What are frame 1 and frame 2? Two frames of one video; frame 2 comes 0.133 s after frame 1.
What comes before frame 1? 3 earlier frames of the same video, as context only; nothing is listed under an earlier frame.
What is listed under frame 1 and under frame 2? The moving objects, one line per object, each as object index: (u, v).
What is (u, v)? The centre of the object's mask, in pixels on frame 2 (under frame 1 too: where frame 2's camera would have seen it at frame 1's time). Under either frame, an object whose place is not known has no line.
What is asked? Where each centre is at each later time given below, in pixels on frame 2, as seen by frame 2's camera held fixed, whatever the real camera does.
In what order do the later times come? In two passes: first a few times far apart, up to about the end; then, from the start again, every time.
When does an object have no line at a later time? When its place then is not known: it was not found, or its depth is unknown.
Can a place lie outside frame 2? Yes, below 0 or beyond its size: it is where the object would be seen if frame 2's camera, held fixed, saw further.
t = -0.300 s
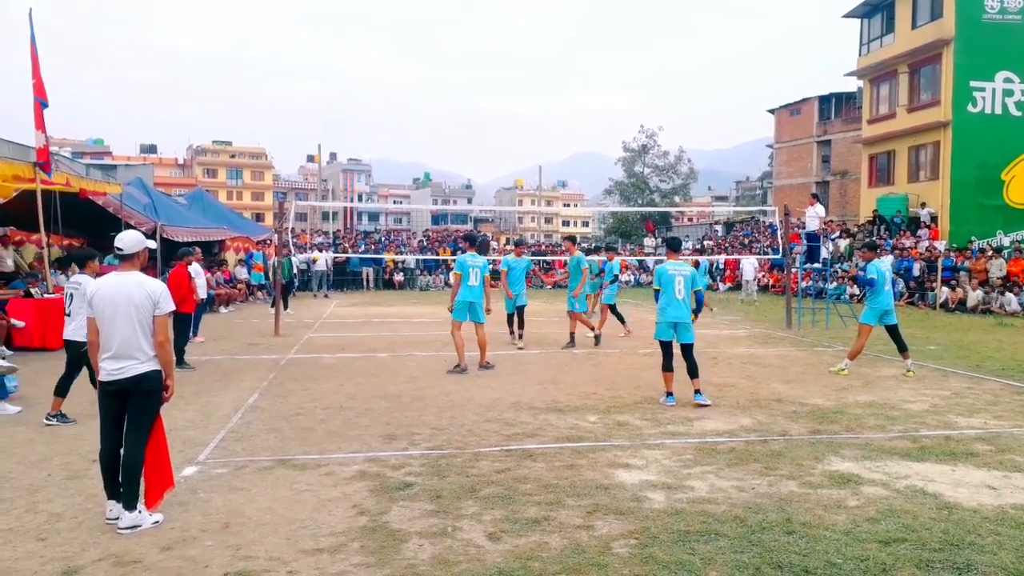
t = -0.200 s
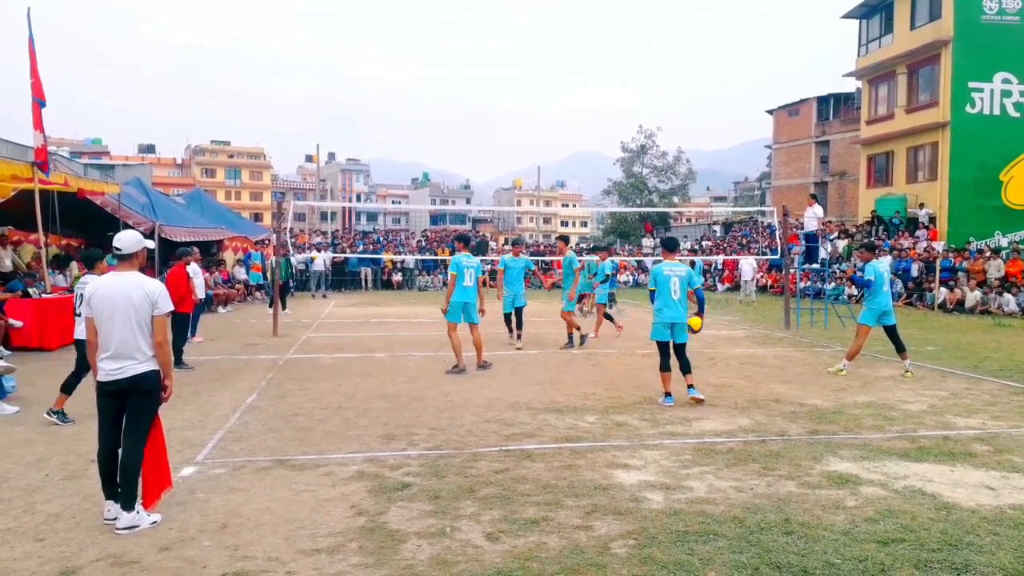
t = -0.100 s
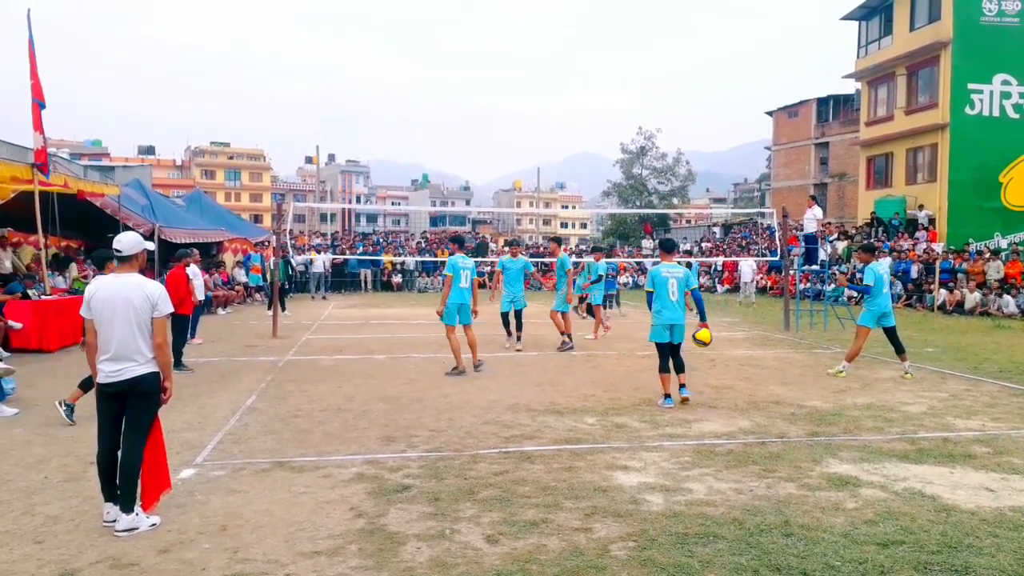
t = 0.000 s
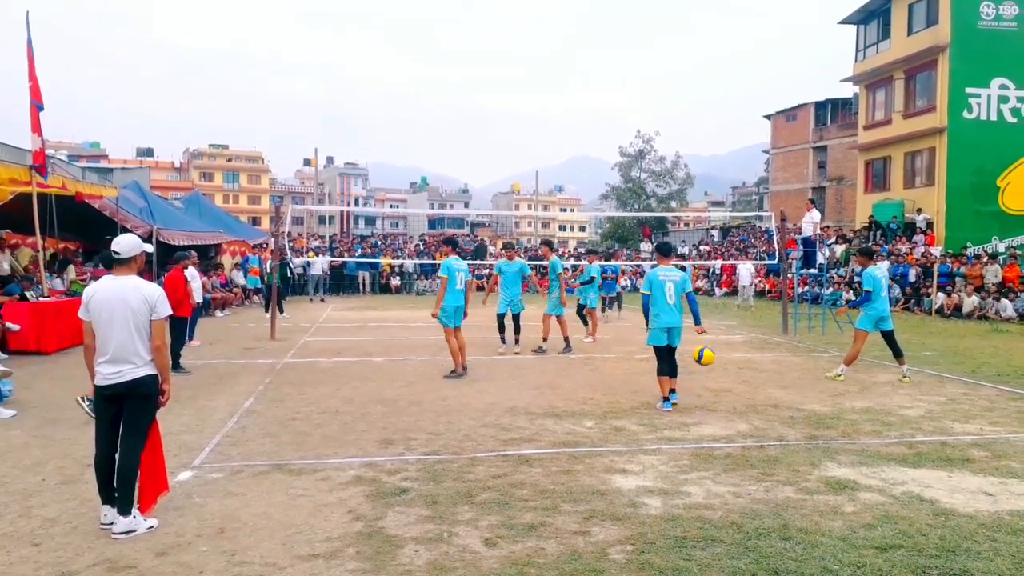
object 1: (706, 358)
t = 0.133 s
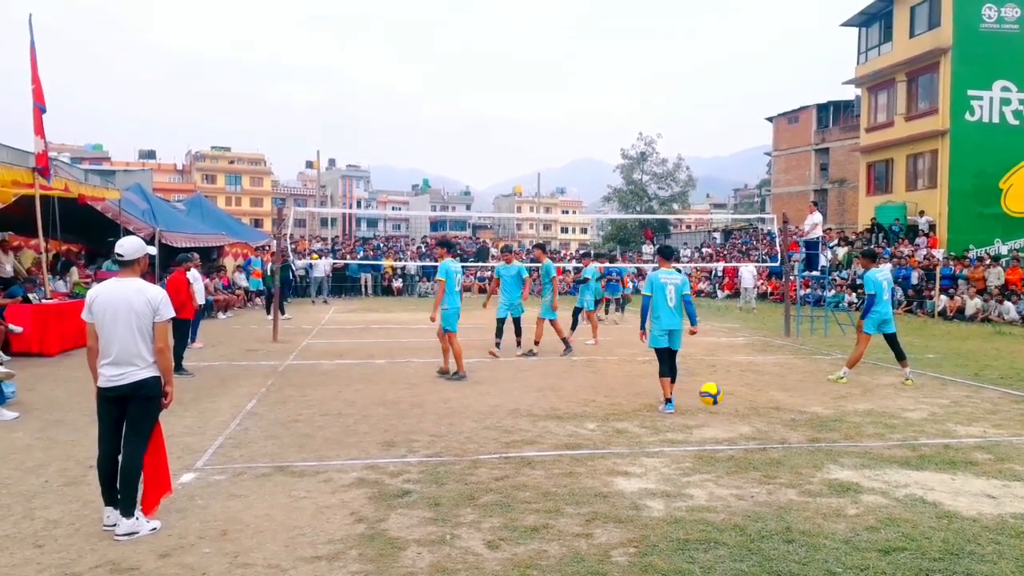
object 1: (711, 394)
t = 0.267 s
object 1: (714, 425)
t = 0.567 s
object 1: (707, 406)
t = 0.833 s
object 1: (699, 473)
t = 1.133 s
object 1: (687, 493)
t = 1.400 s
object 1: (671, 548)
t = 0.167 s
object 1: (712, 407)
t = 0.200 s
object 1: (713, 422)
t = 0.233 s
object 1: (714, 433)
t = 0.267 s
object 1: (714, 425)
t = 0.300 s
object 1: (713, 418)
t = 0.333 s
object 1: (712, 412)
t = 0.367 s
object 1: (712, 407)
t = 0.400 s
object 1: (710, 403)
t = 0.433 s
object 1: (710, 402)
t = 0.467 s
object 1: (709, 401)
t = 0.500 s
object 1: (709, 401)
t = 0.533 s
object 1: (708, 403)
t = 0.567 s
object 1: (707, 406)
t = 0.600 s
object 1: (705, 410)
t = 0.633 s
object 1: (705, 416)
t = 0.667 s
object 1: (704, 424)
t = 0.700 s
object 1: (703, 434)
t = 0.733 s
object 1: (702, 446)
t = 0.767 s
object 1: (701, 459)
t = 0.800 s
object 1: (700, 475)
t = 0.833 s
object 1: (699, 473)
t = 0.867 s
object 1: (698, 469)
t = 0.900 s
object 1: (697, 466)
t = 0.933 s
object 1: (696, 465)
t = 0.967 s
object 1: (695, 465)
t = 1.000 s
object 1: (693, 467)
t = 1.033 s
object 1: (692, 470)
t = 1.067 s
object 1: (690, 476)
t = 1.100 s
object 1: (688, 483)
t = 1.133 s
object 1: (687, 493)
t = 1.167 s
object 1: (685, 505)
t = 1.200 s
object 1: (684, 520)
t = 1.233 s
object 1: (682, 527)
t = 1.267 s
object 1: (680, 526)
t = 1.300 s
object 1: (679, 528)
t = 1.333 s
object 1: (676, 533)
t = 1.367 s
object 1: (674, 539)
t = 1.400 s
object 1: (671, 548)
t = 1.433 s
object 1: (668, 558)
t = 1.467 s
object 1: (666, 564)
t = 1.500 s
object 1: (664, 564)
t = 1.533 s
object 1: (663, 567)
